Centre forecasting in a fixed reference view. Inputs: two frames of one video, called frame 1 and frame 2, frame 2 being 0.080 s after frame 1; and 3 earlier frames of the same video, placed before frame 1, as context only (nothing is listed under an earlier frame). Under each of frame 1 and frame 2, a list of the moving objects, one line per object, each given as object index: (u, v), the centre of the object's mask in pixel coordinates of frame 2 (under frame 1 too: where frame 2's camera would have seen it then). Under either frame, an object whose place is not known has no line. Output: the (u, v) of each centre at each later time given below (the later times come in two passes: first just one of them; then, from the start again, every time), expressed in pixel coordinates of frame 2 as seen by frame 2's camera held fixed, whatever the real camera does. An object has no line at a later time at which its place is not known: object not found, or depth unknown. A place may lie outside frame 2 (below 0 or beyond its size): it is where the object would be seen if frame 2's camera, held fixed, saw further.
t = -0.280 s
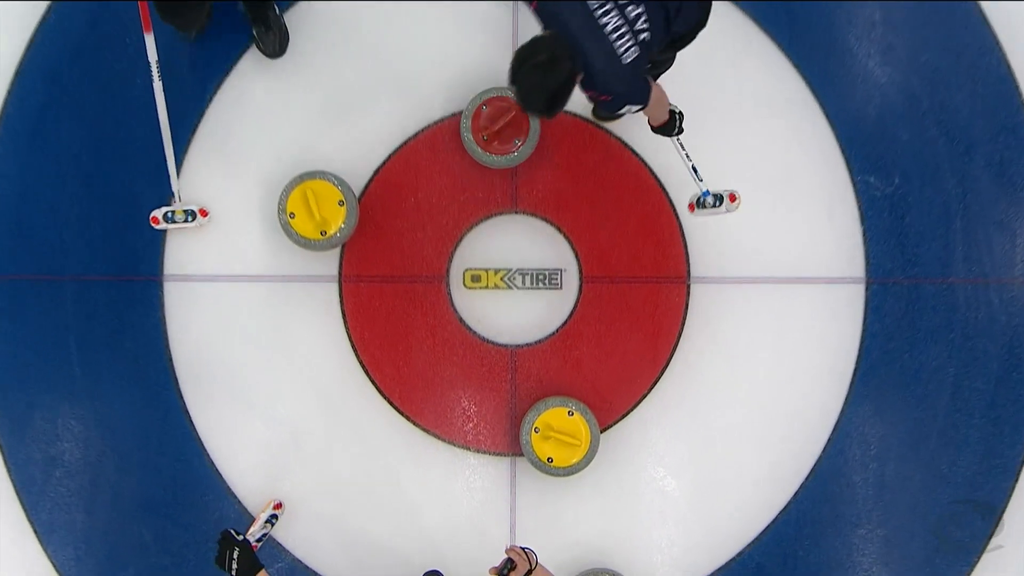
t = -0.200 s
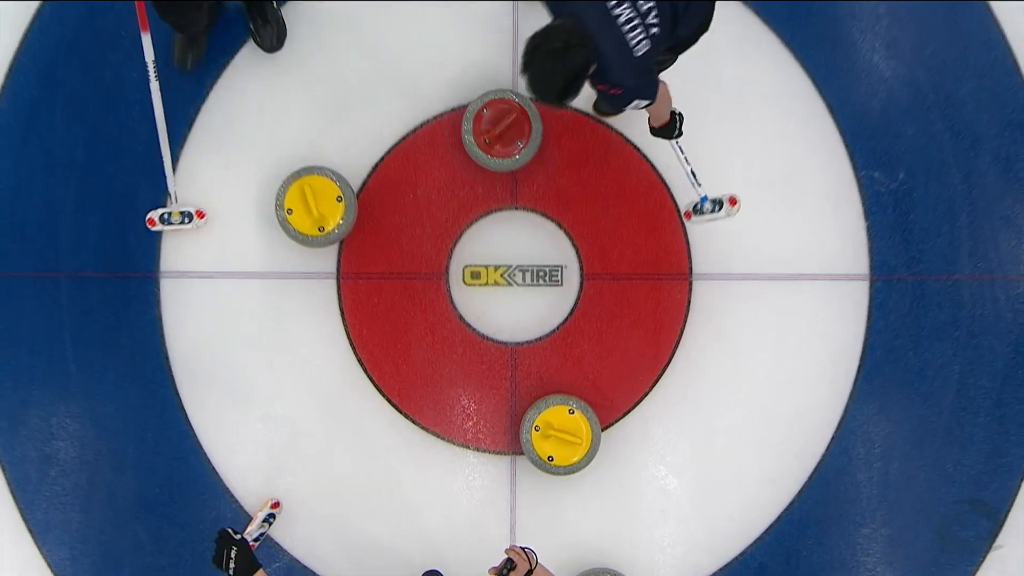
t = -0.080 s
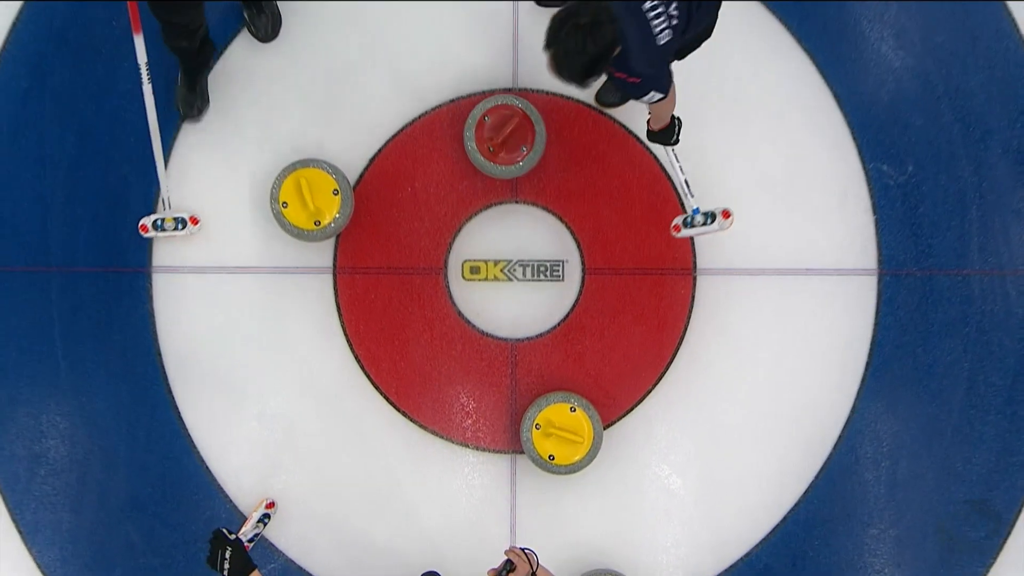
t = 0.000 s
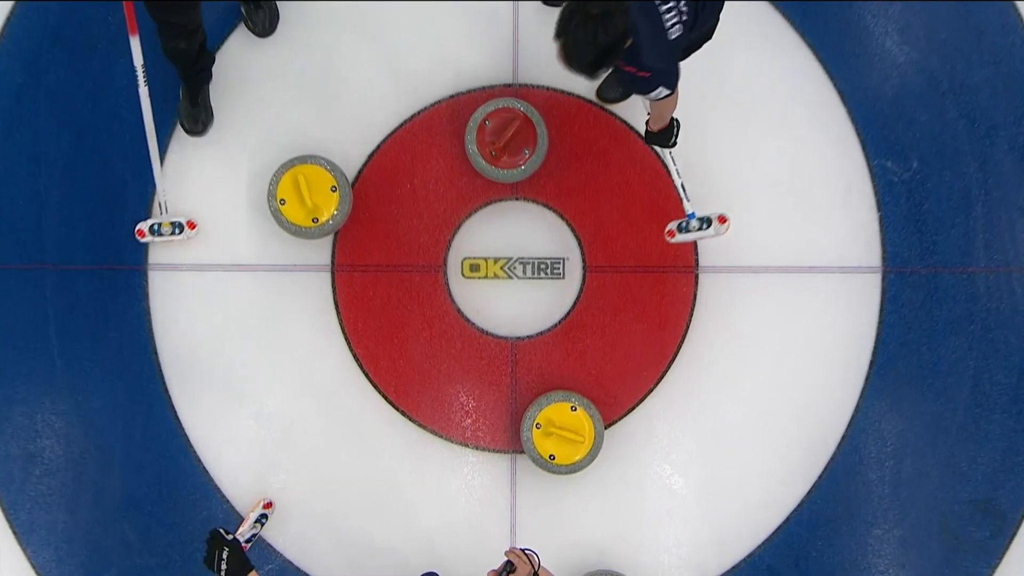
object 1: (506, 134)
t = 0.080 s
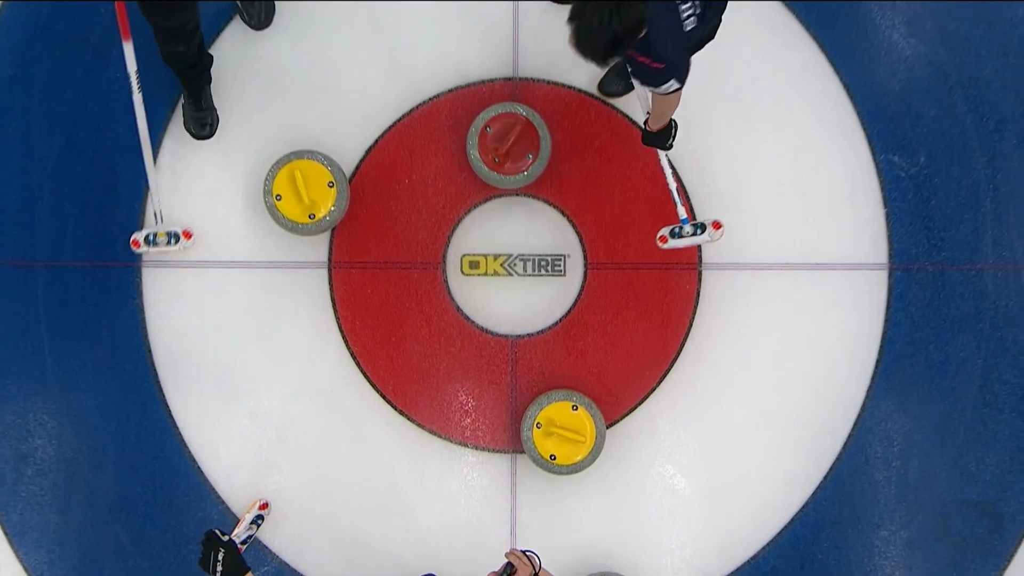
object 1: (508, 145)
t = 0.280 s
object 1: (513, 166)
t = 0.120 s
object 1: (509, 149)
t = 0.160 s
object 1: (510, 153)
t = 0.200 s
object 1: (511, 156)
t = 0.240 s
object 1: (512, 160)
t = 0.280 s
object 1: (513, 166)
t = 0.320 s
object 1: (514, 169)
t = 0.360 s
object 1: (515, 173)
